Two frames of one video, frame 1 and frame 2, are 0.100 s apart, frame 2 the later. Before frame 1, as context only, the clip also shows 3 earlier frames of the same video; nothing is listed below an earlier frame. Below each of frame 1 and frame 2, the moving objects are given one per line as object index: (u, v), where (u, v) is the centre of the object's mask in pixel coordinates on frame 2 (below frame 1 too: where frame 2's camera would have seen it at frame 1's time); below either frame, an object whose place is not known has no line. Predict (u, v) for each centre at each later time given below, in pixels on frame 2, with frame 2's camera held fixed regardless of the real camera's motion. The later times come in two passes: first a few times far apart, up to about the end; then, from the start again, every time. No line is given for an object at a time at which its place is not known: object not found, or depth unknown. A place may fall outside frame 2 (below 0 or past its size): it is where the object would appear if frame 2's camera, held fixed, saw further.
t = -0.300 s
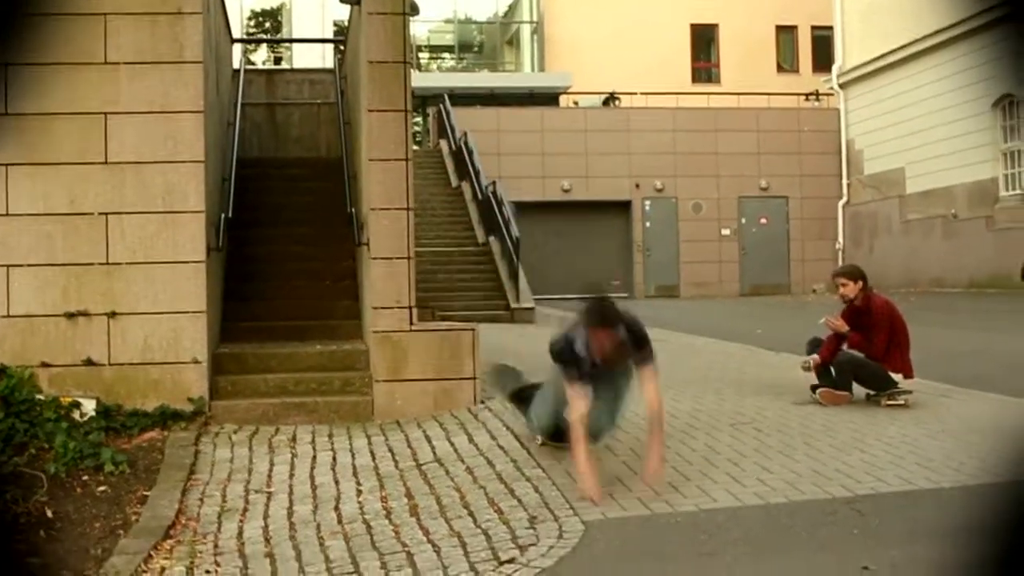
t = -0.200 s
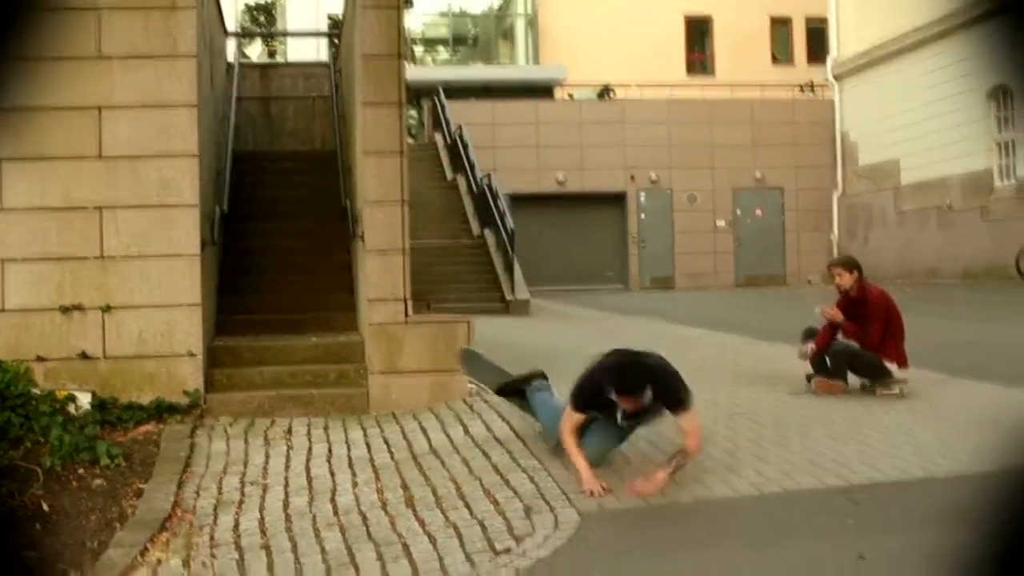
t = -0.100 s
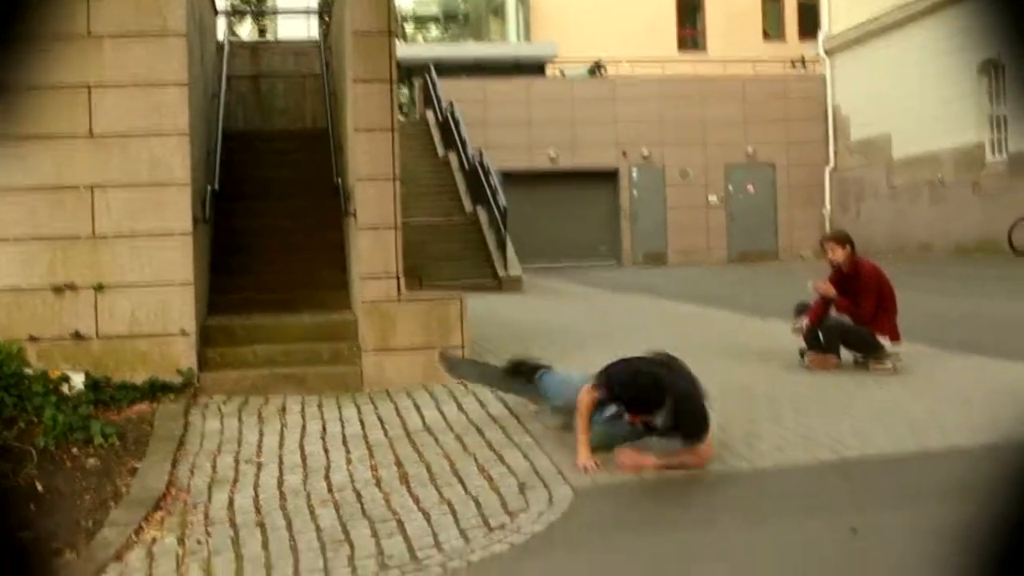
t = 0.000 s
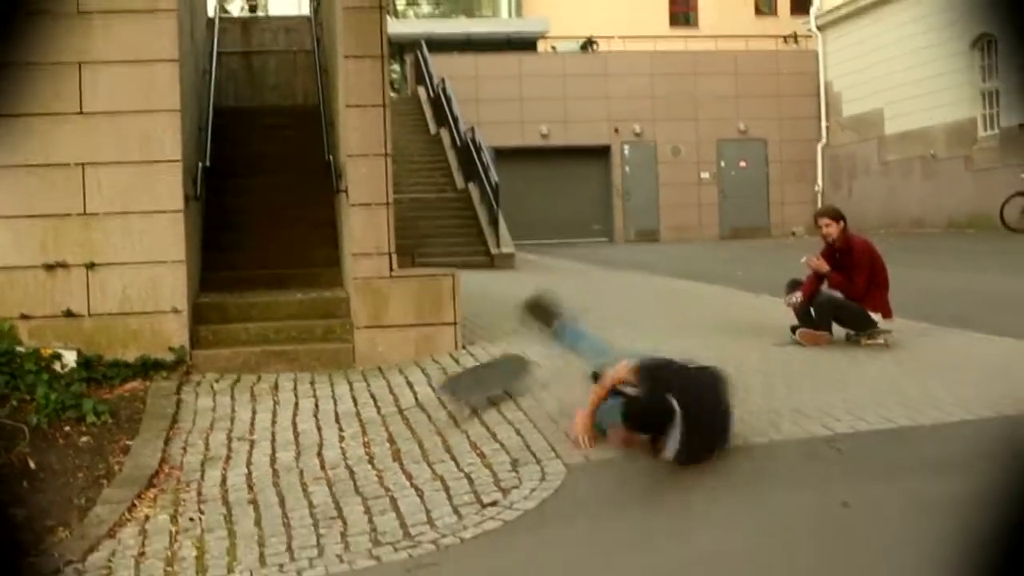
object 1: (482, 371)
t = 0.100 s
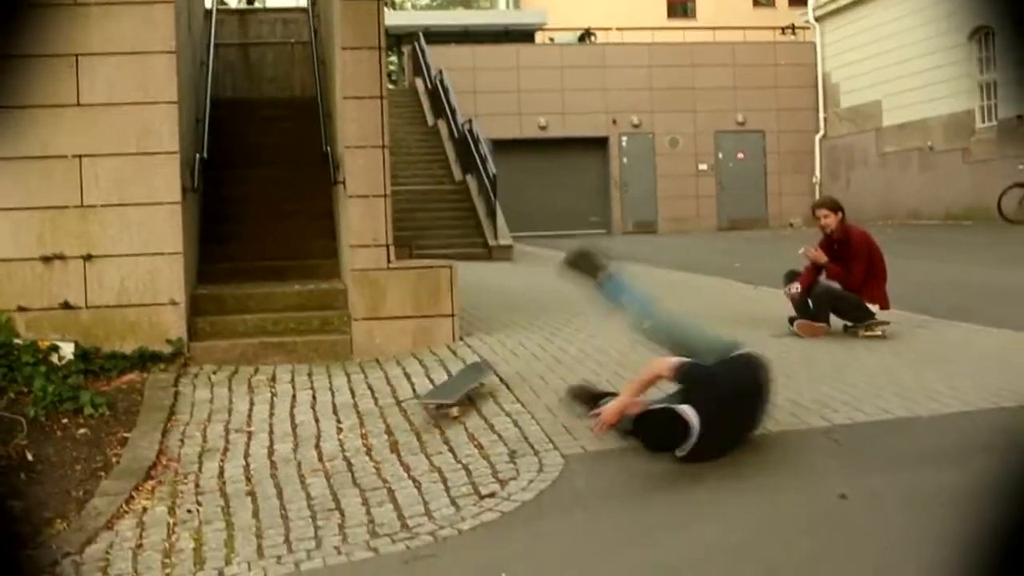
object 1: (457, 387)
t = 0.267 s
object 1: (425, 409)
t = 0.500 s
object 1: (406, 435)
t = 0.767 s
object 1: (382, 466)
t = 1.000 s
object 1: (358, 501)
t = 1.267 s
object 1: (324, 544)
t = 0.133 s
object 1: (448, 395)
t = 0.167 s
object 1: (441, 398)
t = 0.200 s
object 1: (437, 402)
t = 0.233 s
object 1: (430, 406)
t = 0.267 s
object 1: (425, 409)
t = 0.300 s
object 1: (421, 414)
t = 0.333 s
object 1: (417, 418)
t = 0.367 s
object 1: (416, 419)
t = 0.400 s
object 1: (415, 422)
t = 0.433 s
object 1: (413, 426)
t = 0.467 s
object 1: (408, 432)
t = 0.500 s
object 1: (406, 435)
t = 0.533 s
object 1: (403, 439)
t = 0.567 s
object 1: (402, 443)
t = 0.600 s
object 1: (398, 446)
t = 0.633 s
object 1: (396, 450)
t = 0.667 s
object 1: (390, 454)
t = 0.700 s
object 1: (386, 459)
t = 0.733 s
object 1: (384, 463)
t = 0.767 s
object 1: (382, 466)
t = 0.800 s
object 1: (378, 473)
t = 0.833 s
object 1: (371, 478)
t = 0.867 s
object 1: (369, 482)
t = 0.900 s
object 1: (366, 488)
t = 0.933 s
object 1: (364, 491)
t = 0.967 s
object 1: (361, 496)
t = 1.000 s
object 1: (358, 501)
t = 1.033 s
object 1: (355, 505)
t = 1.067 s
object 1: (350, 514)
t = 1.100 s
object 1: (347, 519)
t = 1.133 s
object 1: (343, 524)
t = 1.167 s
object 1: (338, 528)
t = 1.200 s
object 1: (332, 532)
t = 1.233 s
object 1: (329, 539)
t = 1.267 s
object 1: (324, 544)
